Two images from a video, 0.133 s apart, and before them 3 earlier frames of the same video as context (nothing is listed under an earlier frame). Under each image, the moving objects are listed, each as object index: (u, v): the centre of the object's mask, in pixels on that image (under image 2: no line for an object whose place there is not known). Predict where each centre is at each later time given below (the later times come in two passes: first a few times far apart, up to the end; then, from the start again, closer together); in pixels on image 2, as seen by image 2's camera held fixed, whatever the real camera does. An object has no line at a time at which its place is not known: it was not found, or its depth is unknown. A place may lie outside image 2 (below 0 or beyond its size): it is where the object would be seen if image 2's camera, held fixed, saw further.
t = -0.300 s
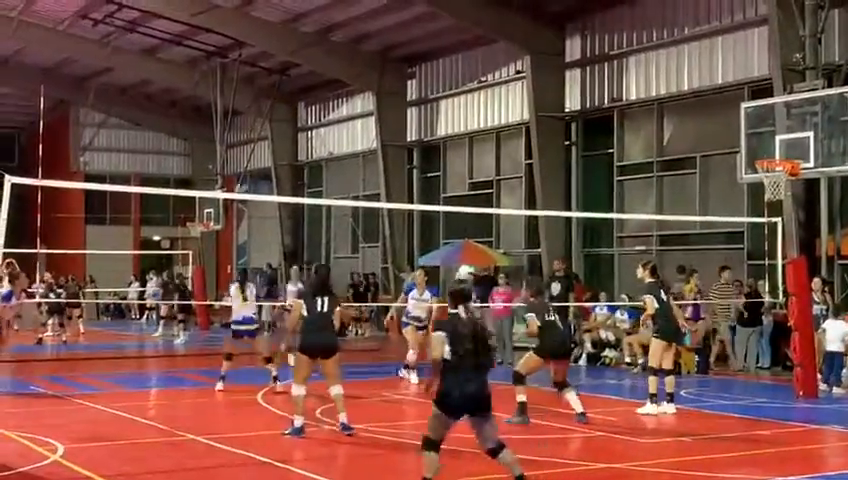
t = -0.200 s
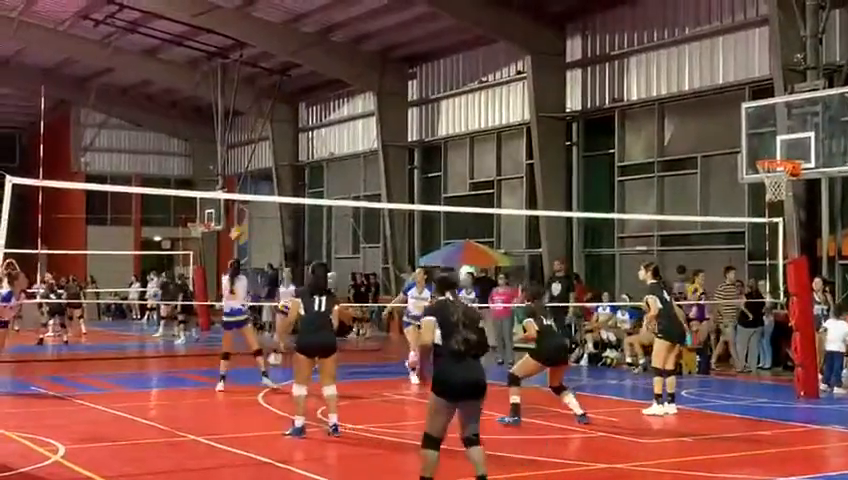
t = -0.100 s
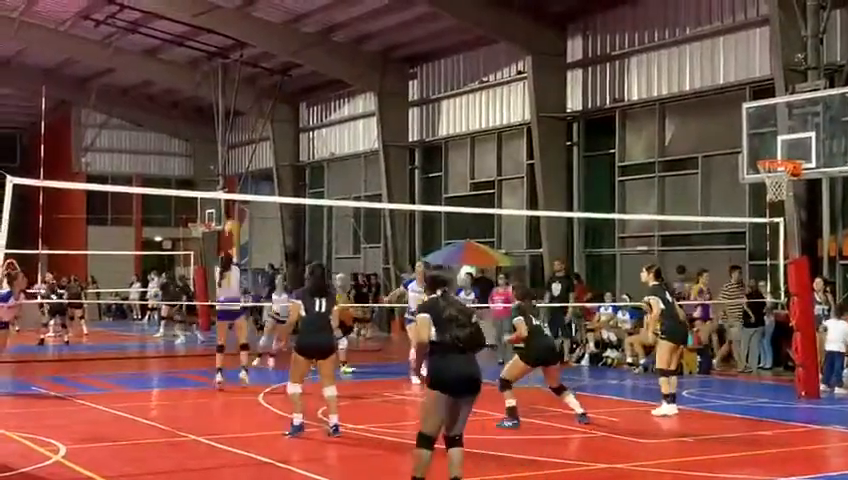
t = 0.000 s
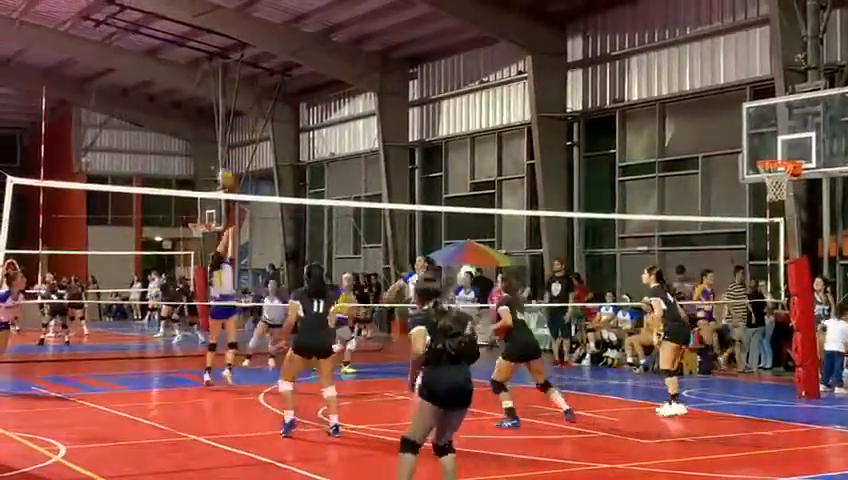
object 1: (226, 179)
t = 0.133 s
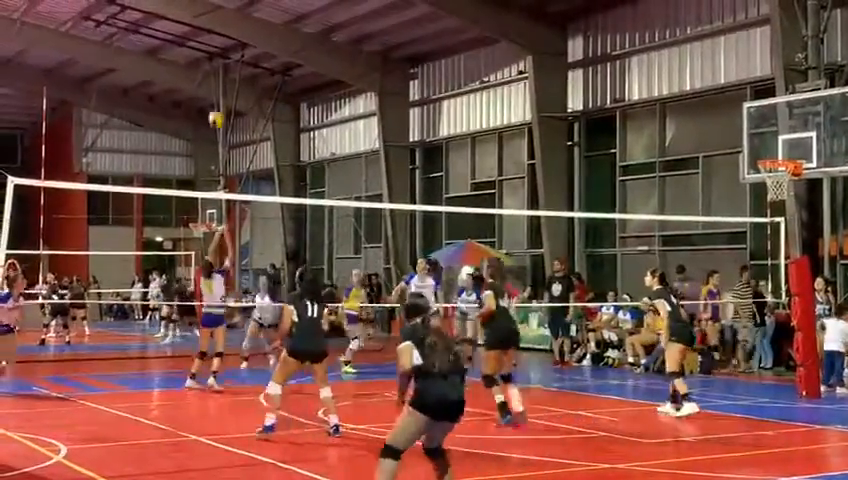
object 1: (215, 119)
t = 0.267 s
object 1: (207, 74)
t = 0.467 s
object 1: (191, 31)
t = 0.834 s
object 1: (162, 28)
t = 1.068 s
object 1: (144, 88)
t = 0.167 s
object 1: (214, 107)
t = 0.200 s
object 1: (212, 96)
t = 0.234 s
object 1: (209, 83)
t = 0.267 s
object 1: (207, 74)
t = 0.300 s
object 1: (204, 64)
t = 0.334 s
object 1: (200, 55)
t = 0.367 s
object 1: (198, 48)
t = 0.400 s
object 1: (196, 42)
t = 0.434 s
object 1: (195, 38)
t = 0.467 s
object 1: (191, 31)
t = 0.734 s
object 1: (171, 17)
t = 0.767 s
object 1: (168, 19)
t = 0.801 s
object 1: (164, 23)
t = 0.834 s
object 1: (162, 28)
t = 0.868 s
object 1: (159, 34)
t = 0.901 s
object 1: (158, 41)
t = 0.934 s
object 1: (154, 48)
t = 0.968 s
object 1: (151, 56)
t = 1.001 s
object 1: (148, 65)
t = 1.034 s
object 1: (146, 76)
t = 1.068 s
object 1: (144, 88)
